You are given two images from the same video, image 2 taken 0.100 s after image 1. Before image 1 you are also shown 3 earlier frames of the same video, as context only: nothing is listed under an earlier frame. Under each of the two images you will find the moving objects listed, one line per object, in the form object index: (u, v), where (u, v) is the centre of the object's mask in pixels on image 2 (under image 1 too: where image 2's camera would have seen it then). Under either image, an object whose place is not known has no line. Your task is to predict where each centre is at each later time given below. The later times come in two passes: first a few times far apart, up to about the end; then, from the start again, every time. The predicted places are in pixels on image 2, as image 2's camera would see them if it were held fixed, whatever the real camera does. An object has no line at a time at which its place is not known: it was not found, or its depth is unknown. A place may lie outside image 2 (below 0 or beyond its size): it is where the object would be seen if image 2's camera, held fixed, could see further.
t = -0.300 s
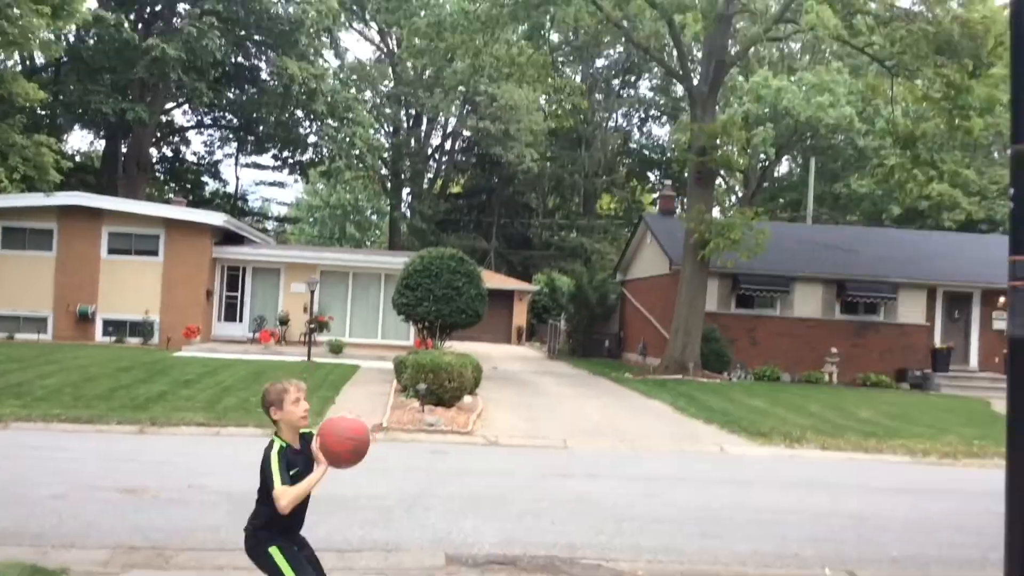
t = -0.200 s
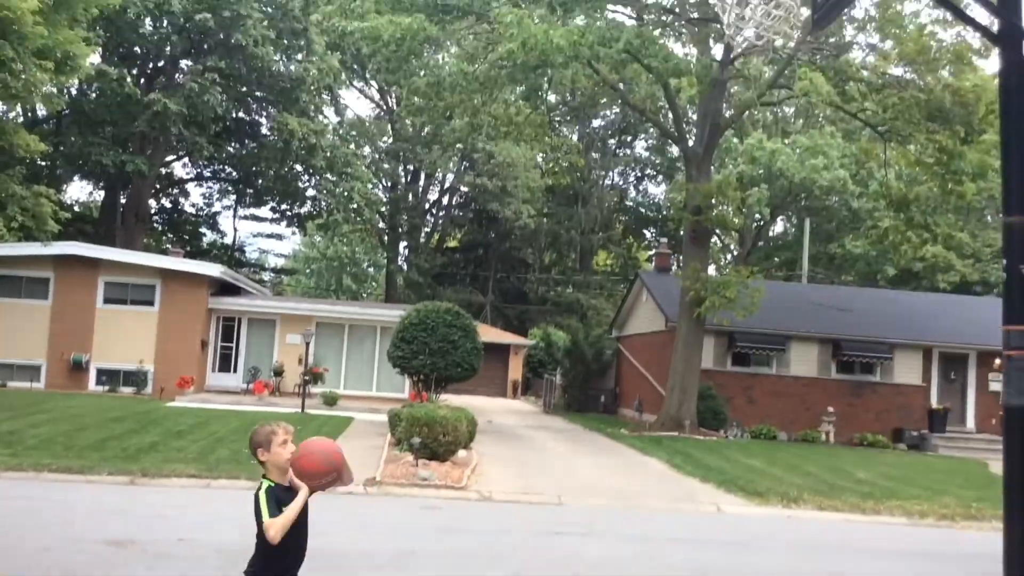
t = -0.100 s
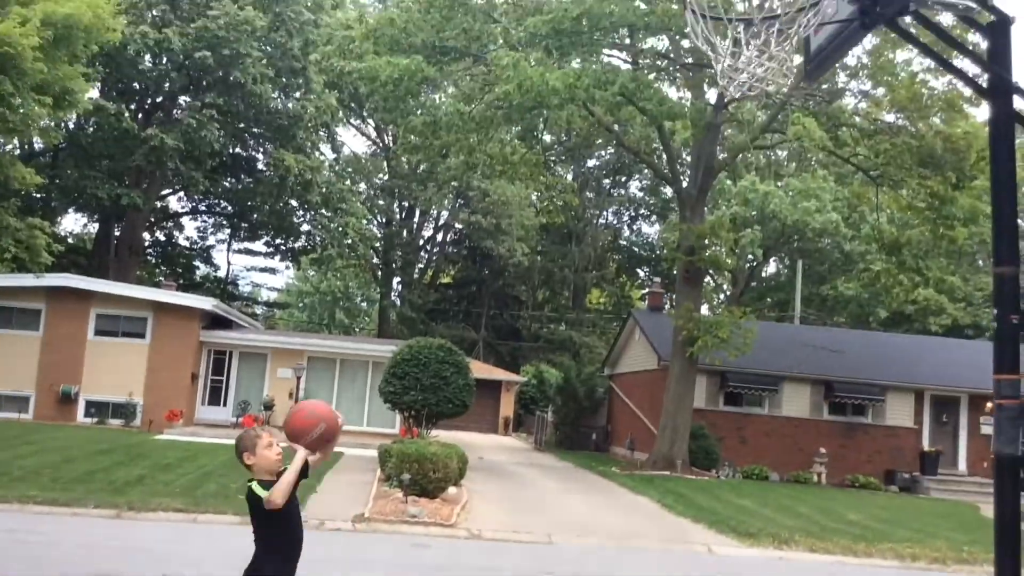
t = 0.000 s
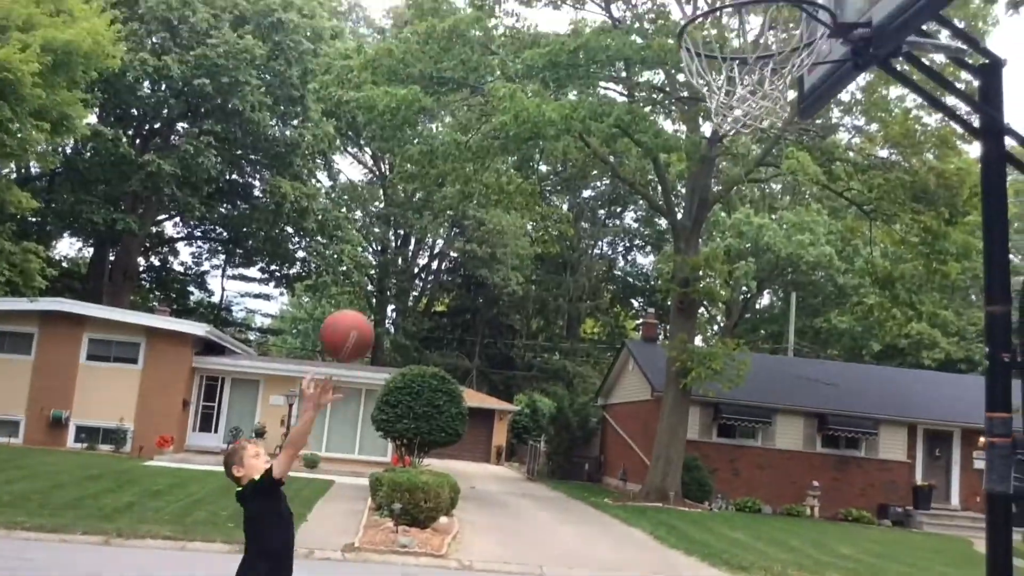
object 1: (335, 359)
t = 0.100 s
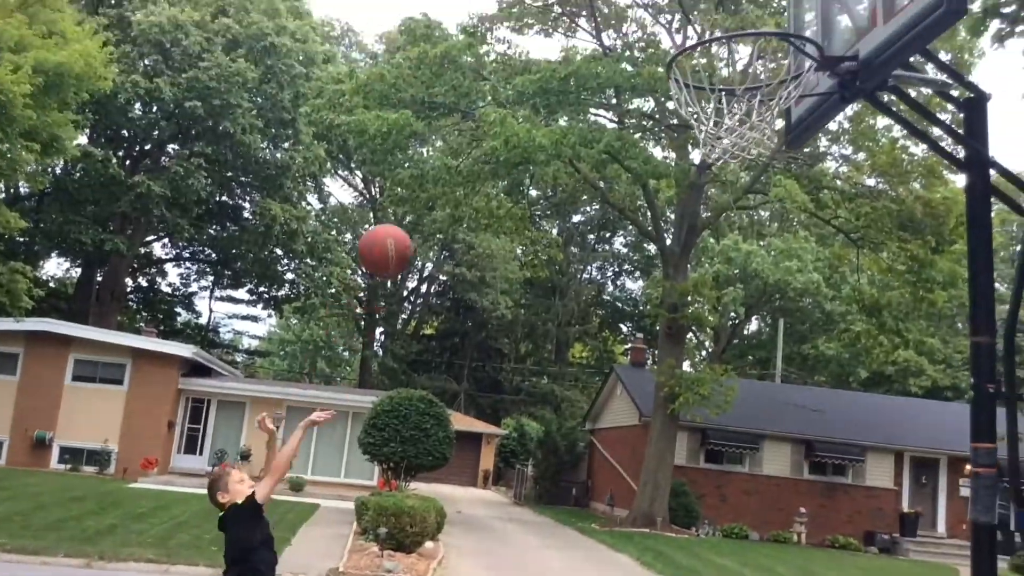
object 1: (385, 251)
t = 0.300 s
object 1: (488, 88)
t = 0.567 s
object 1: (622, -13)
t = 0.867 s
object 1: (754, 36)
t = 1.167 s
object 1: (523, 16)
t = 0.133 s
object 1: (403, 219)
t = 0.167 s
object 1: (420, 189)
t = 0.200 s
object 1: (437, 161)
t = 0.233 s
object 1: (454, 134)
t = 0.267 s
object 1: (471, 111)
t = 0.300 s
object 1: (488, 88)
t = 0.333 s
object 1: (504, 68)
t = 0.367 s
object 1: (521, 49)
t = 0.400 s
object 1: (537, 34)
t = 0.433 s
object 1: (555, 19)
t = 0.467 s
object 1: (571, 8)
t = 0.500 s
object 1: (588, -1)
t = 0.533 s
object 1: (605, -8)
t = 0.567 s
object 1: (622, -13)
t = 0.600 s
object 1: (640, -16)
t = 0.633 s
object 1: (658, -15)
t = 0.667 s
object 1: (676, -12)
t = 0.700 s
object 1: (695, -6)
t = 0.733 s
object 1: (715, 4)
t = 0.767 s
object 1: (734, 14)
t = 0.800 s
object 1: (755, 33)
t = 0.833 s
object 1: (774, 53)
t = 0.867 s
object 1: (754, 36)
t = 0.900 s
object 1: (732, 18)
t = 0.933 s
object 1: (709, 10)
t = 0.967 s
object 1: (686, 2)
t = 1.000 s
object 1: (661, -3)
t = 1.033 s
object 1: (635, -6)
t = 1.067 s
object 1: (608, -6)
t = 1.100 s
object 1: (581, -2)
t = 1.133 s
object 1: (551, 5)
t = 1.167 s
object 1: (523, 16)
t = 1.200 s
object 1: (492, 30)
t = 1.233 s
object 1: (460, 50)
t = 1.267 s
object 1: (426, 74)
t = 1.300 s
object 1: (390, 102)
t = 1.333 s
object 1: (352, 134)
